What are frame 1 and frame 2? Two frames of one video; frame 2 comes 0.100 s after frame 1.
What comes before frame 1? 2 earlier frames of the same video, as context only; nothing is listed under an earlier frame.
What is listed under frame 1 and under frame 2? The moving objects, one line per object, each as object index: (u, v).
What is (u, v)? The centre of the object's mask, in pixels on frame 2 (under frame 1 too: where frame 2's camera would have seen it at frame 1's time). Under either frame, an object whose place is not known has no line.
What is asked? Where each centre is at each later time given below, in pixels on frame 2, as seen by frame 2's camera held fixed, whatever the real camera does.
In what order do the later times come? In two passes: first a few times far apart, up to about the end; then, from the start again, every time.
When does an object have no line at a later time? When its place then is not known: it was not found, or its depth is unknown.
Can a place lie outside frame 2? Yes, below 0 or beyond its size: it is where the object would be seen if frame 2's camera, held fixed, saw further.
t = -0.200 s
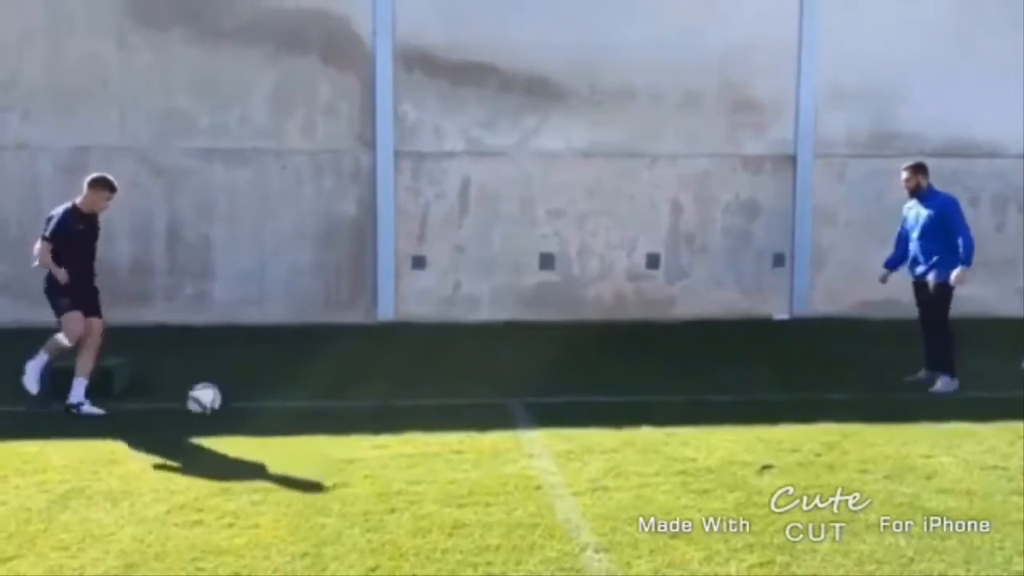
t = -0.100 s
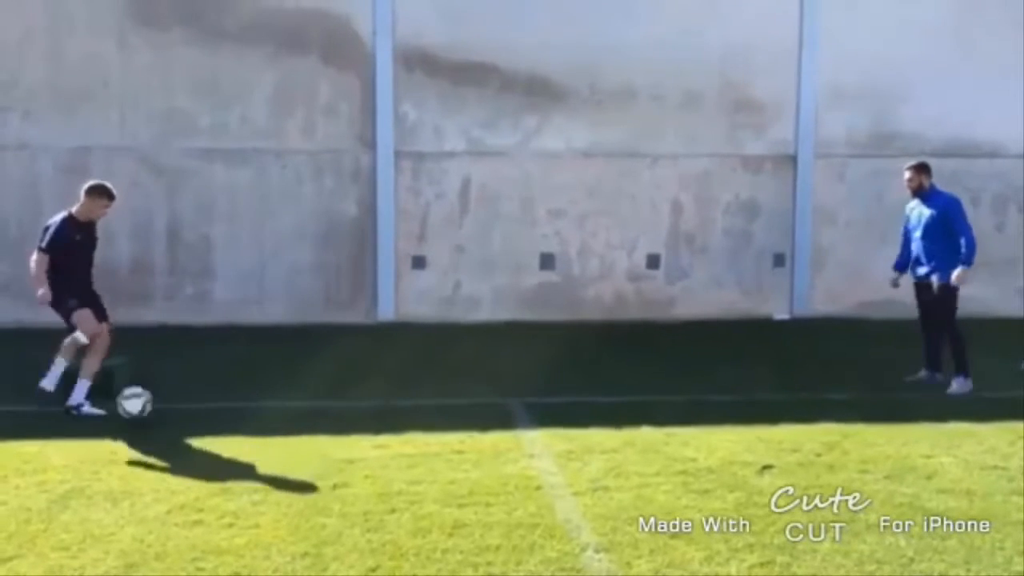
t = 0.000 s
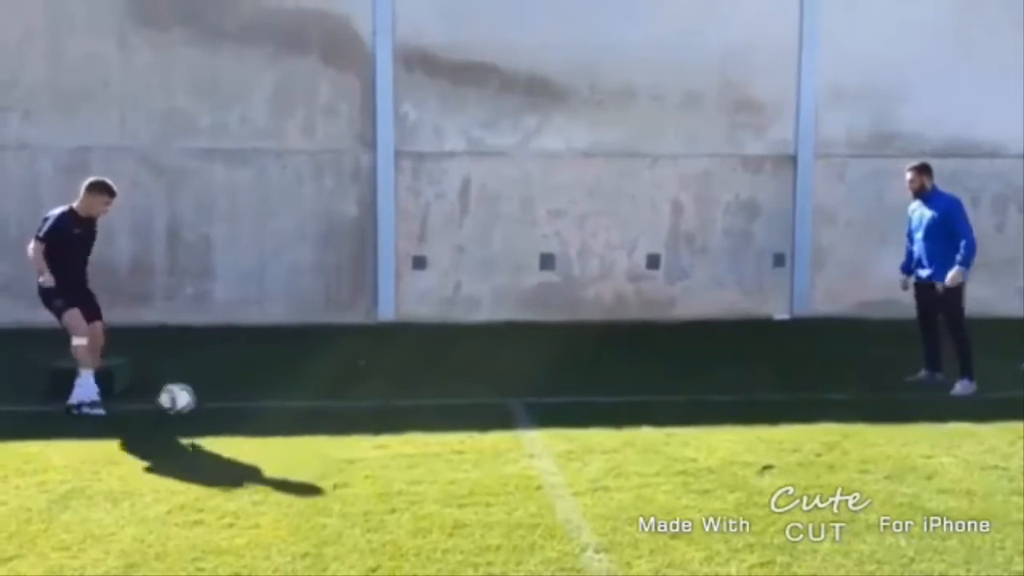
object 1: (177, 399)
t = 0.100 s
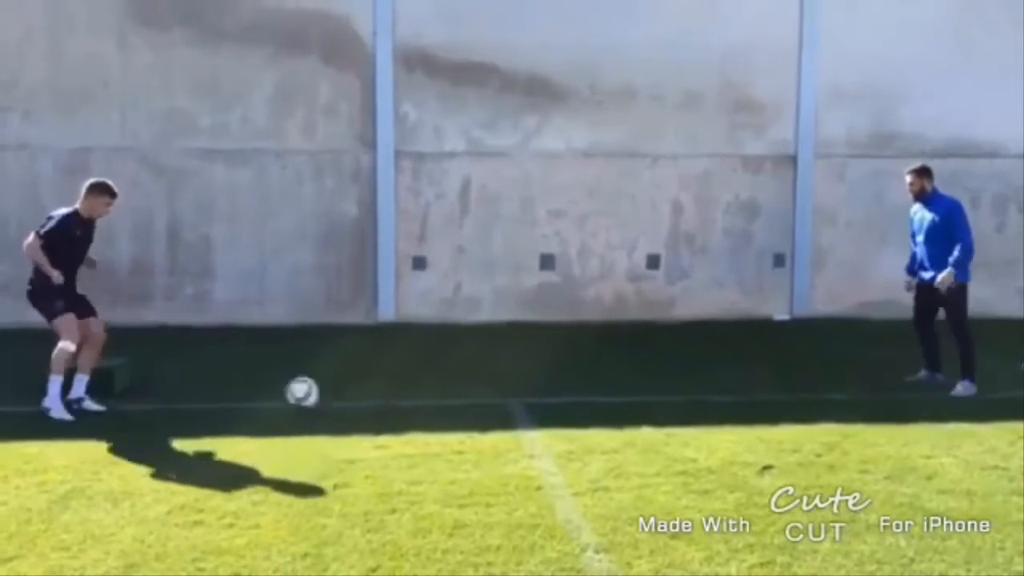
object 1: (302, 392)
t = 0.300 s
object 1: (518, 384)
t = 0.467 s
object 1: (666, 381)
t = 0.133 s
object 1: (343, 393)
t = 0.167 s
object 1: (383, 395)
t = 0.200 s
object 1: (418, 392)
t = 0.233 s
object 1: (452, 387)
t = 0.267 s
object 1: (485, 384)
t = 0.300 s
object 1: (518, 384)
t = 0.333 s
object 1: (551, 384)
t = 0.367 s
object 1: (582, 386)
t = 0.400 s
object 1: (610, 385)
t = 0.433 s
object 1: (638, 383)
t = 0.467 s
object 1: (666, 381)
